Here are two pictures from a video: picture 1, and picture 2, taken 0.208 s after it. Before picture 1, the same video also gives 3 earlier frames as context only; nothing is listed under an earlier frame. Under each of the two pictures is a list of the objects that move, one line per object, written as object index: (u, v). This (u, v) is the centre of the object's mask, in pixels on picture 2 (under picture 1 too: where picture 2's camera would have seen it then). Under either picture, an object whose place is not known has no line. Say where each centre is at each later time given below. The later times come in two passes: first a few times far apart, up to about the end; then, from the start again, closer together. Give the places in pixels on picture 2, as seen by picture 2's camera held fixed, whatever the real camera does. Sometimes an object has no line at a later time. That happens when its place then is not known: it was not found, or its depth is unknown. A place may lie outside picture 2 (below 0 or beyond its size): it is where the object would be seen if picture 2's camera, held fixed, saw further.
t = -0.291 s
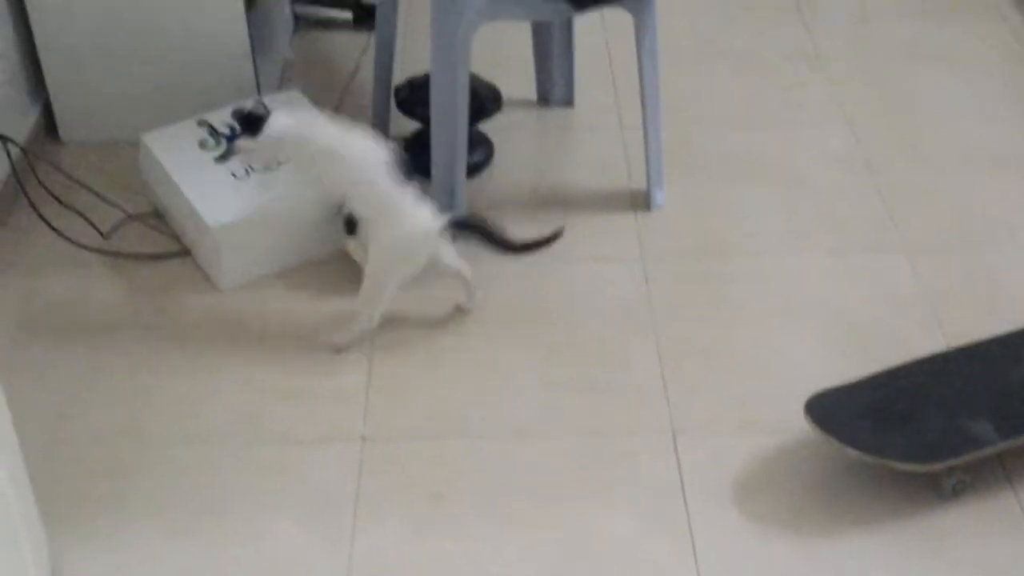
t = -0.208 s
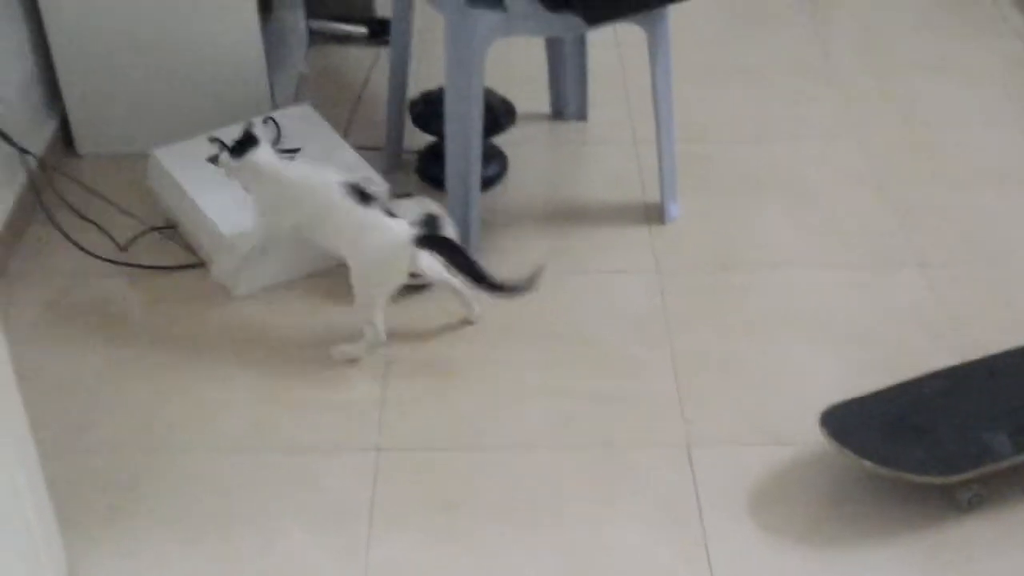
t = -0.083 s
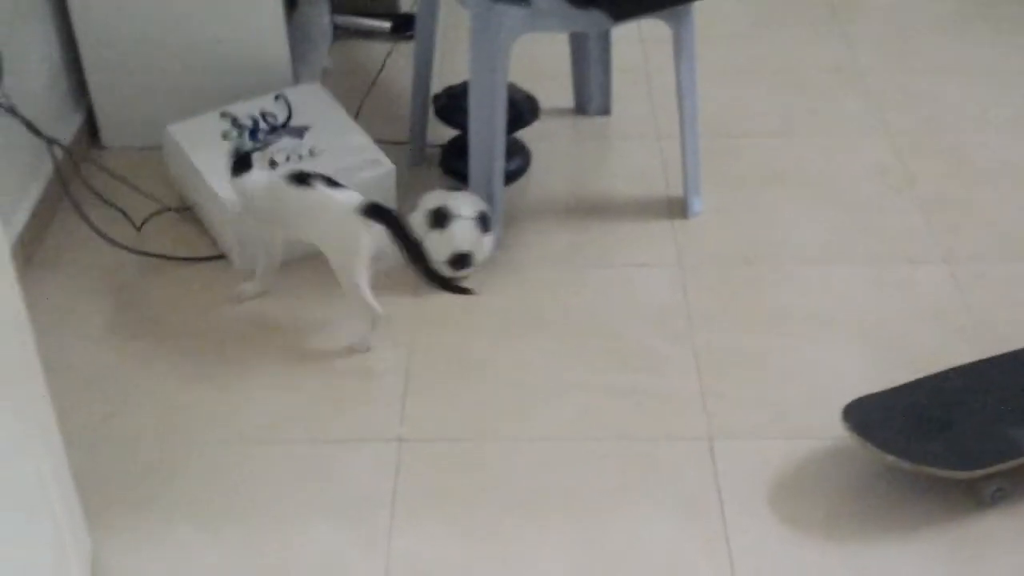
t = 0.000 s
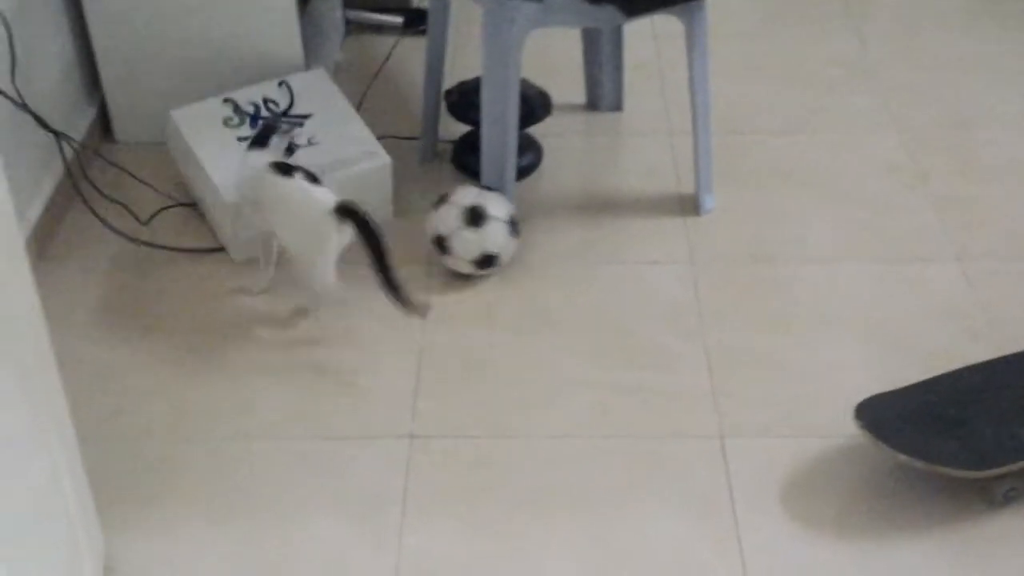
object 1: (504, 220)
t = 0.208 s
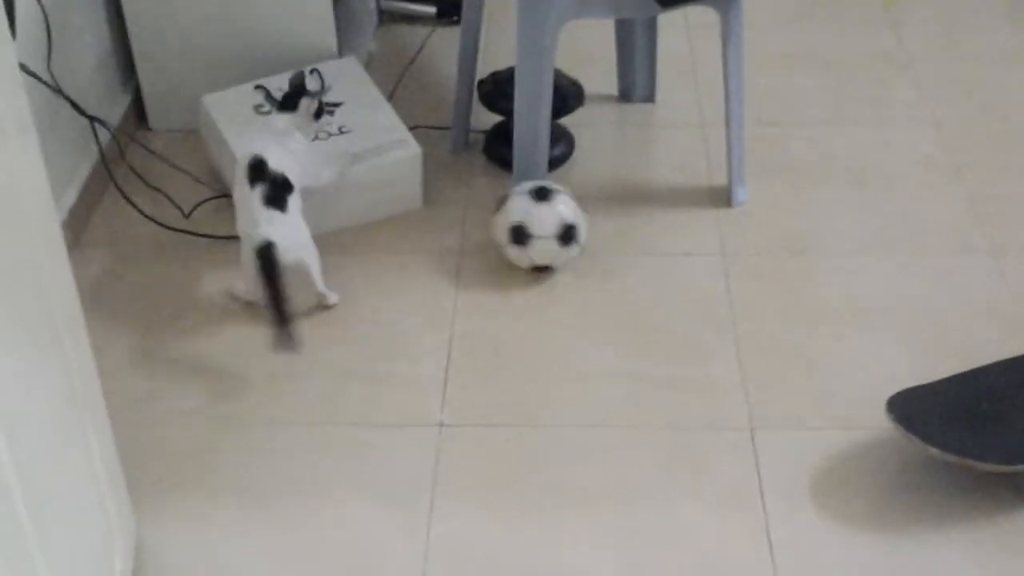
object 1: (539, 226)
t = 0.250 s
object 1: (548, 227)
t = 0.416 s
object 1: (581, 236)
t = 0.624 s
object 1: (617, 249)
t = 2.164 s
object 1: (544, 337)
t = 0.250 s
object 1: (548, 227)
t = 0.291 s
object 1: (556, 229)
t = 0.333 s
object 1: (564, 232)
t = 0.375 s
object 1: (573, 234)
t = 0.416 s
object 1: (581, 236)
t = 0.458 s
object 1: (588, 238)
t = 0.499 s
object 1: (596, 241)
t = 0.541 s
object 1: (605, 244)
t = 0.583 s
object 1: (611, 247)
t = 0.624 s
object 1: (617, 249)
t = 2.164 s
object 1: (544, 337)
